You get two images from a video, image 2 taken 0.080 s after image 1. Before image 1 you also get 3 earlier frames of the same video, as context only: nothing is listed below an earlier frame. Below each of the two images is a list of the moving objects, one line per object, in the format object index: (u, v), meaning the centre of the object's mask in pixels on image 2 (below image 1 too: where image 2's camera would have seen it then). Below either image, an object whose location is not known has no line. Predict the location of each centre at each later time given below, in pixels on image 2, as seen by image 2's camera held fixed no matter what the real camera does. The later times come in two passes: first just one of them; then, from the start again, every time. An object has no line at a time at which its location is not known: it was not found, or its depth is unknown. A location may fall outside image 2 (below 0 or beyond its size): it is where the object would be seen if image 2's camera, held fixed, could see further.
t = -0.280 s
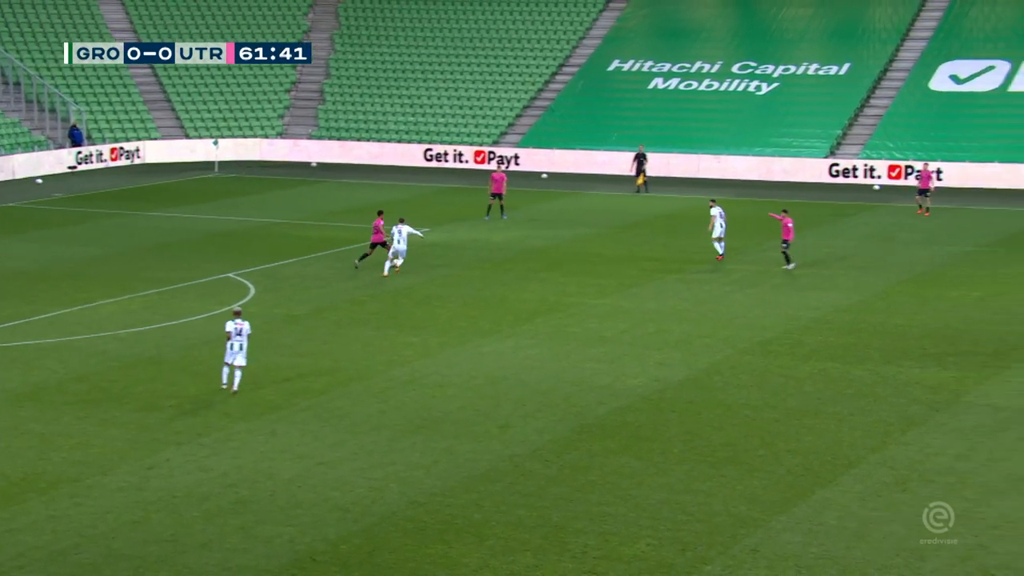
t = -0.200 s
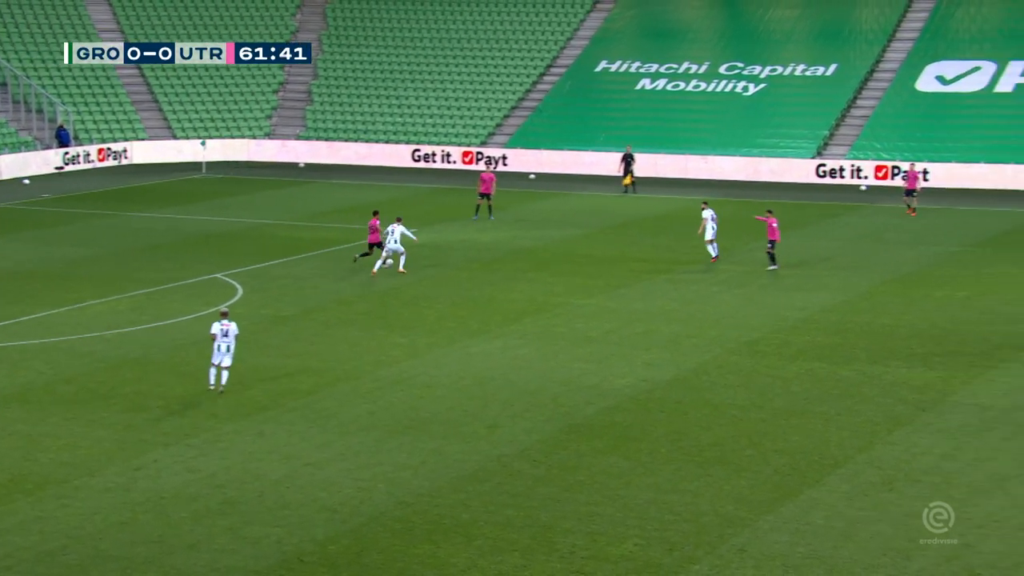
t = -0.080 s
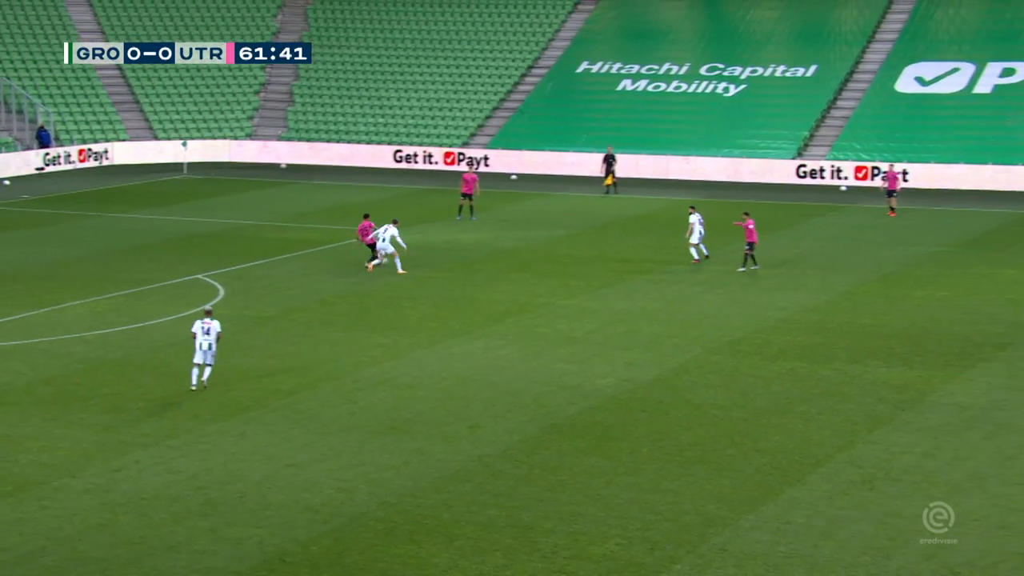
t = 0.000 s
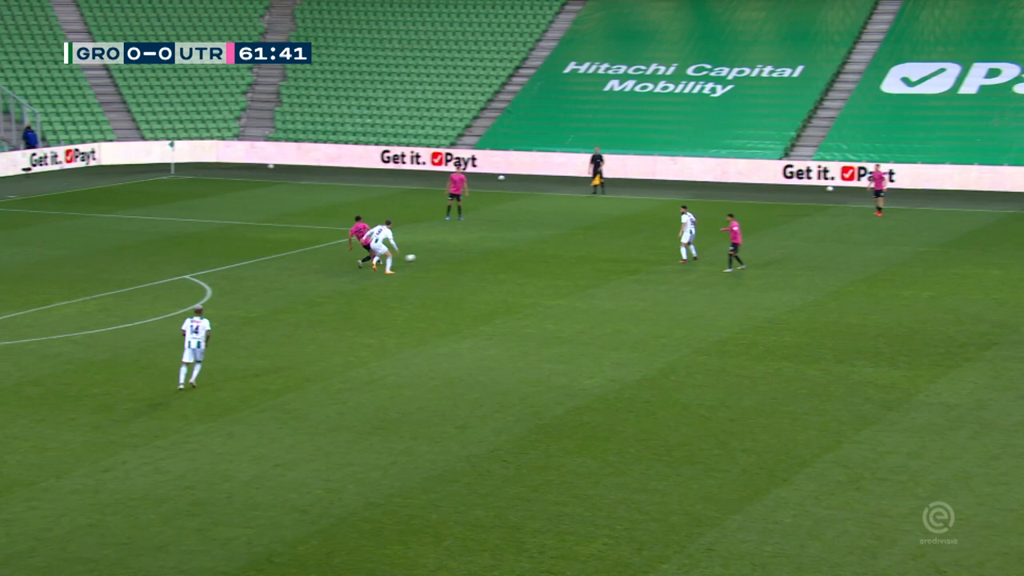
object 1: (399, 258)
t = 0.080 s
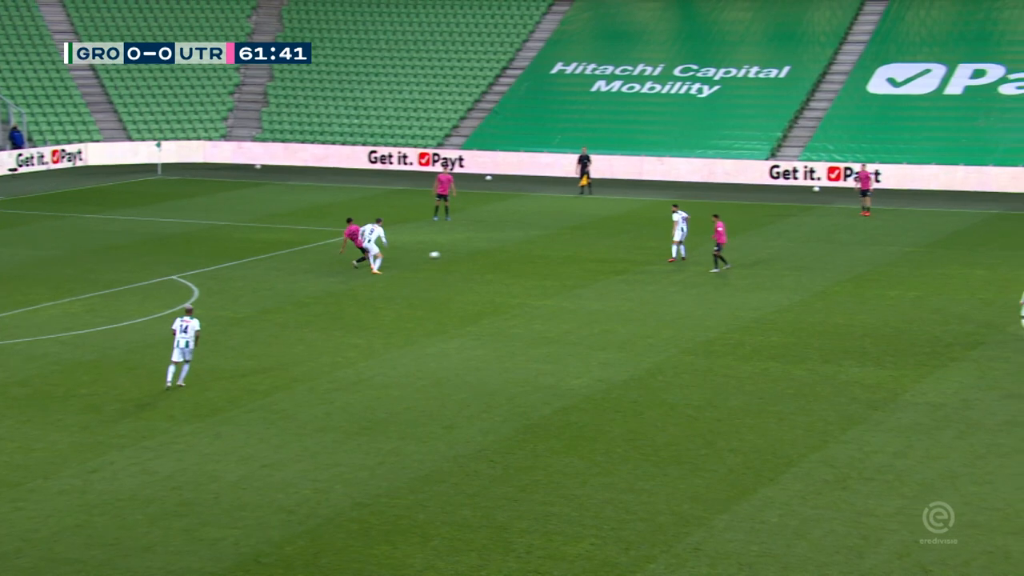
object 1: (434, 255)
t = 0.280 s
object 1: (512, 248)
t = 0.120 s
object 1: (451, 253)
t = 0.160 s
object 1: (467, 251)
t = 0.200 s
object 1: (483, 250)
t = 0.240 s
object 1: (498, 249)
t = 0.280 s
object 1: (512, 248)
